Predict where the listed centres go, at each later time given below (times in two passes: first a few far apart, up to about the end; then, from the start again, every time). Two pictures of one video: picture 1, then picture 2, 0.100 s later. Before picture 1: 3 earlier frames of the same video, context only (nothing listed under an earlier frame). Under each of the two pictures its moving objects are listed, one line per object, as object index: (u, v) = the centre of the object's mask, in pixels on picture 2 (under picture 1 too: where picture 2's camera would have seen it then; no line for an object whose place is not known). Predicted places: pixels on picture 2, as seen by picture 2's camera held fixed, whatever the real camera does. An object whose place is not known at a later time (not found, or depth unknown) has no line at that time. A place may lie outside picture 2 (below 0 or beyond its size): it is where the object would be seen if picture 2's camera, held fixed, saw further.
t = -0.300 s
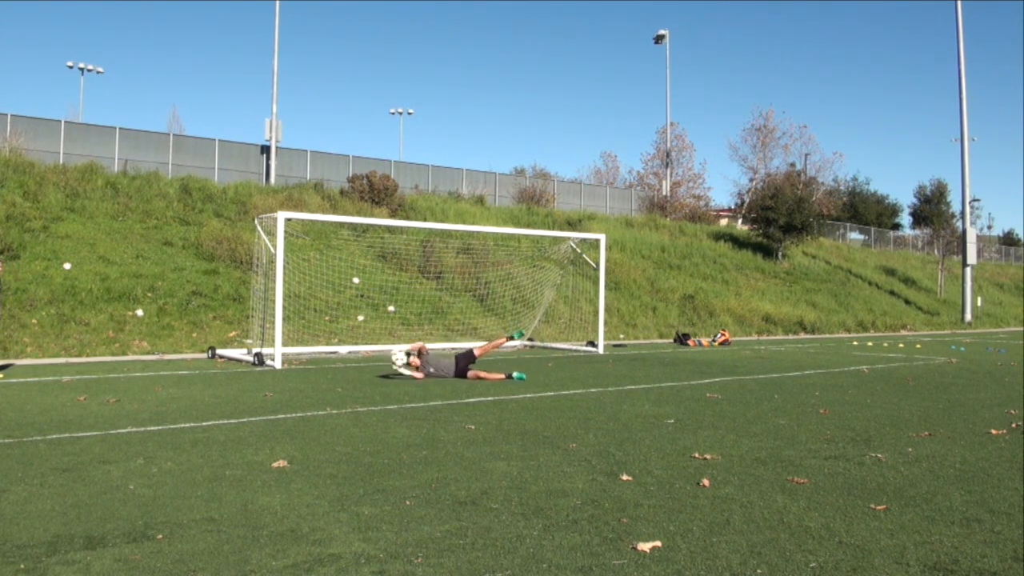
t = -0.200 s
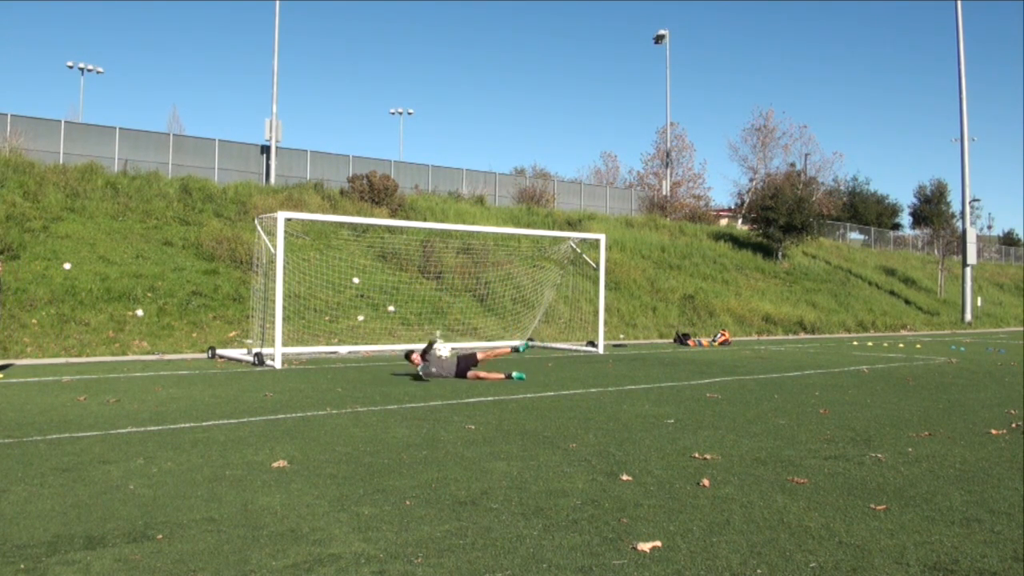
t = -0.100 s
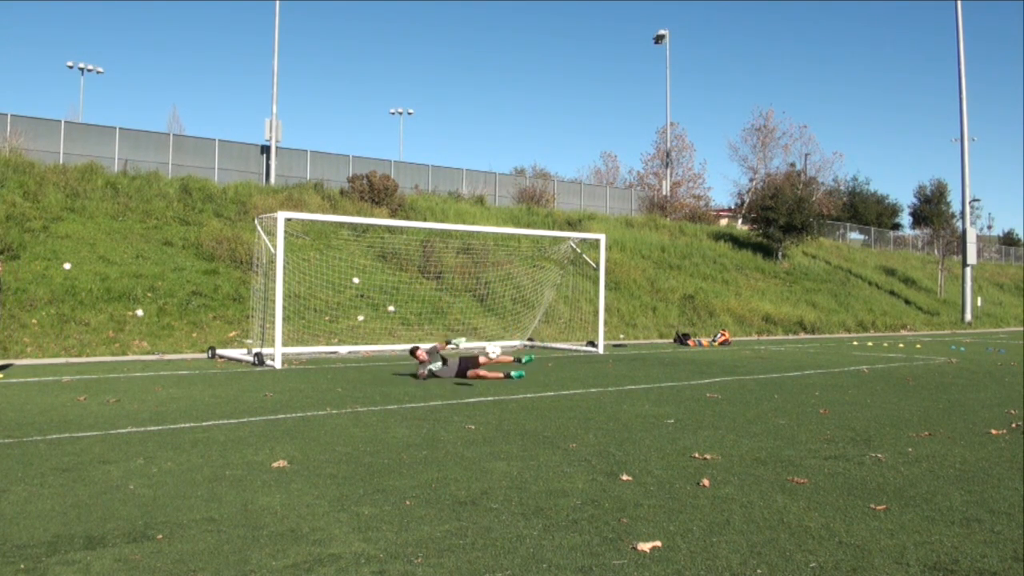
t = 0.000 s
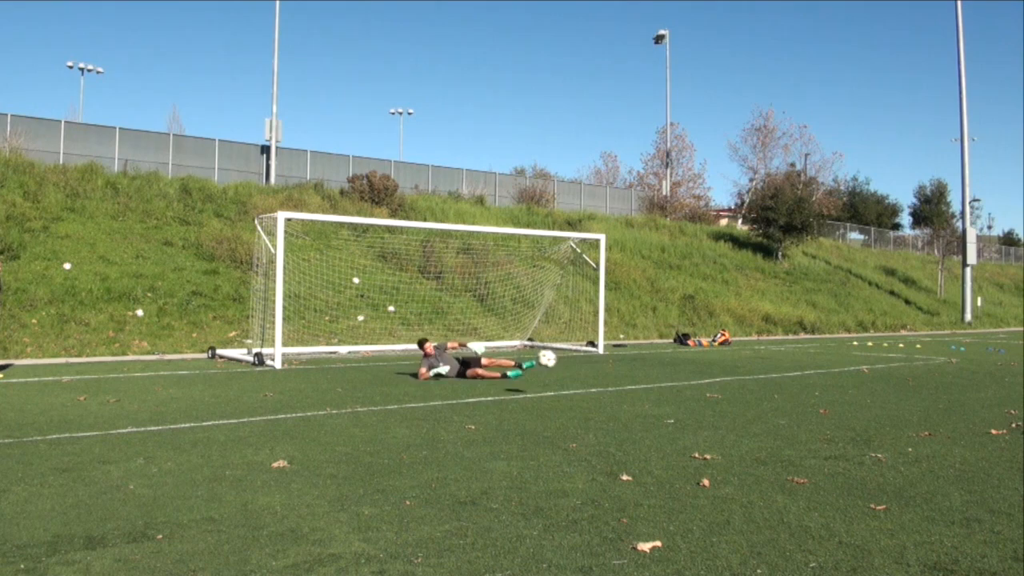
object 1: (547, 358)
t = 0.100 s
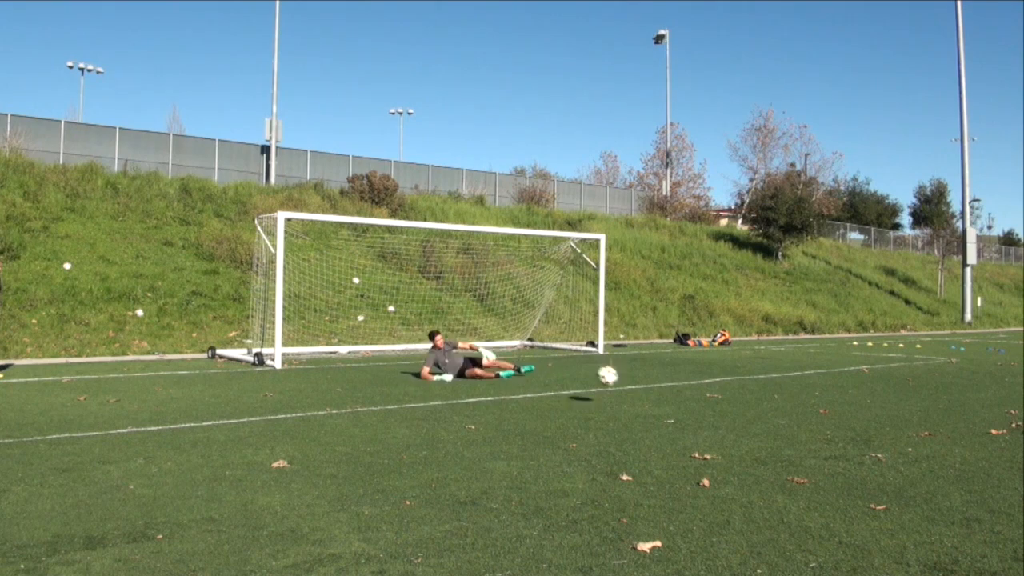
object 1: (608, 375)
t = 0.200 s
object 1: (674, 401)
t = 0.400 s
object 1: (767, 383)
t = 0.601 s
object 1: (869, 406)
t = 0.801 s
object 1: (977, 414)
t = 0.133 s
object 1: (629, 383)
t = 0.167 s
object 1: (651, 392)
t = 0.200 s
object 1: (674, 401)
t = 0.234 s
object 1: (689, 396)
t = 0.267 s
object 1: (704, 391)
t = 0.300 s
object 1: (719, 388)
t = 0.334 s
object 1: (735, 385)
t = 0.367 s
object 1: (750, 383)
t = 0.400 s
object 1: (767, 383)
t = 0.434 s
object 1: (783, 383)
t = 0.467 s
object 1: (800, 385)
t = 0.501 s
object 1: (817, 388)
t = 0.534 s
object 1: (833, 393)
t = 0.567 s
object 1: (851, 399)
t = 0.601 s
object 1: (869, 406)
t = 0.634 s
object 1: (887, 415)
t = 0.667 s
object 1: (905, 425)
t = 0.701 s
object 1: (923, 422)
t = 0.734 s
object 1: (941, 417)
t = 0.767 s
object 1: (959, 415)
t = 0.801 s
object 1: (977, 414)
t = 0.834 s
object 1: (996, 413)
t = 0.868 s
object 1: (1014, 414)
